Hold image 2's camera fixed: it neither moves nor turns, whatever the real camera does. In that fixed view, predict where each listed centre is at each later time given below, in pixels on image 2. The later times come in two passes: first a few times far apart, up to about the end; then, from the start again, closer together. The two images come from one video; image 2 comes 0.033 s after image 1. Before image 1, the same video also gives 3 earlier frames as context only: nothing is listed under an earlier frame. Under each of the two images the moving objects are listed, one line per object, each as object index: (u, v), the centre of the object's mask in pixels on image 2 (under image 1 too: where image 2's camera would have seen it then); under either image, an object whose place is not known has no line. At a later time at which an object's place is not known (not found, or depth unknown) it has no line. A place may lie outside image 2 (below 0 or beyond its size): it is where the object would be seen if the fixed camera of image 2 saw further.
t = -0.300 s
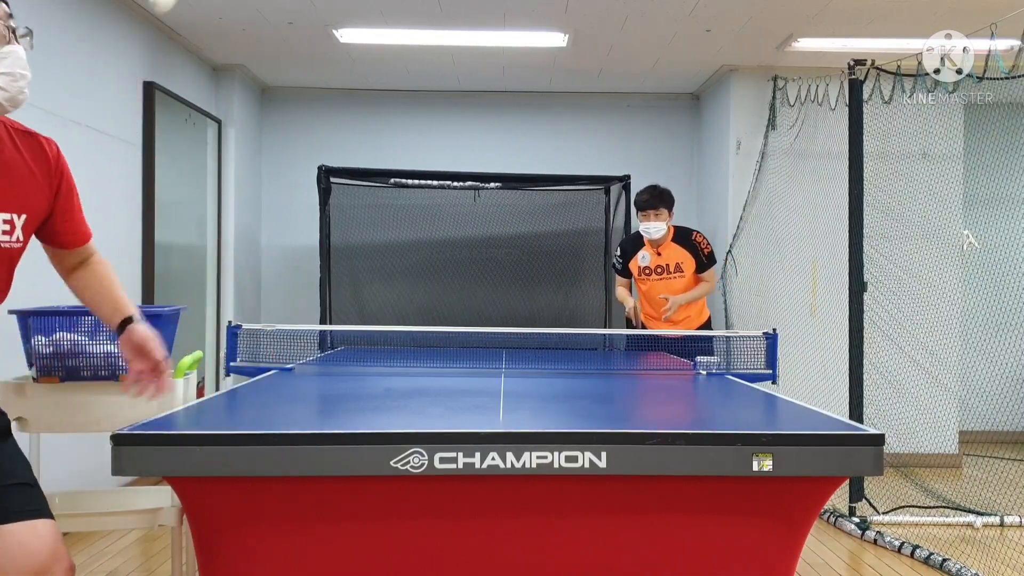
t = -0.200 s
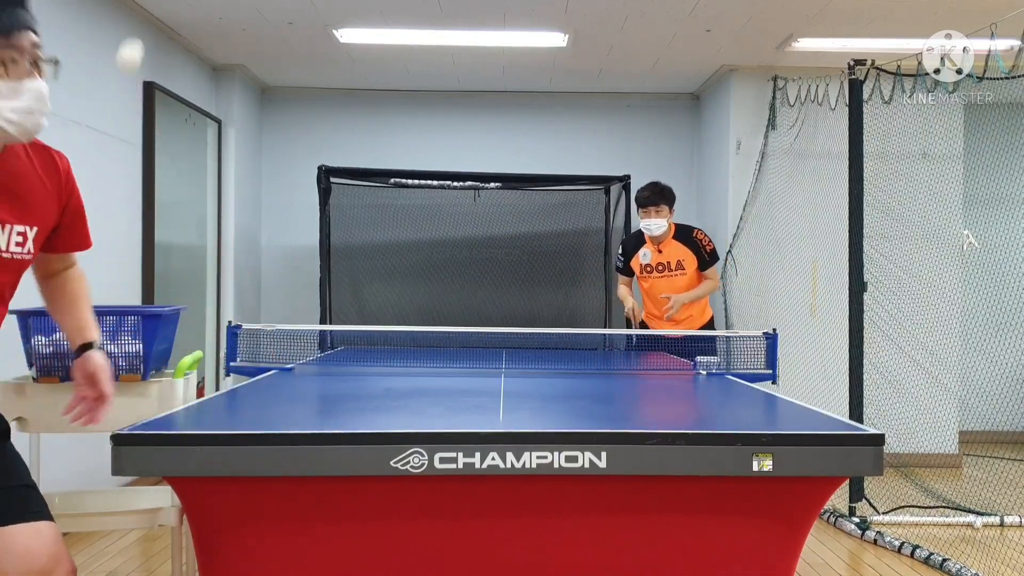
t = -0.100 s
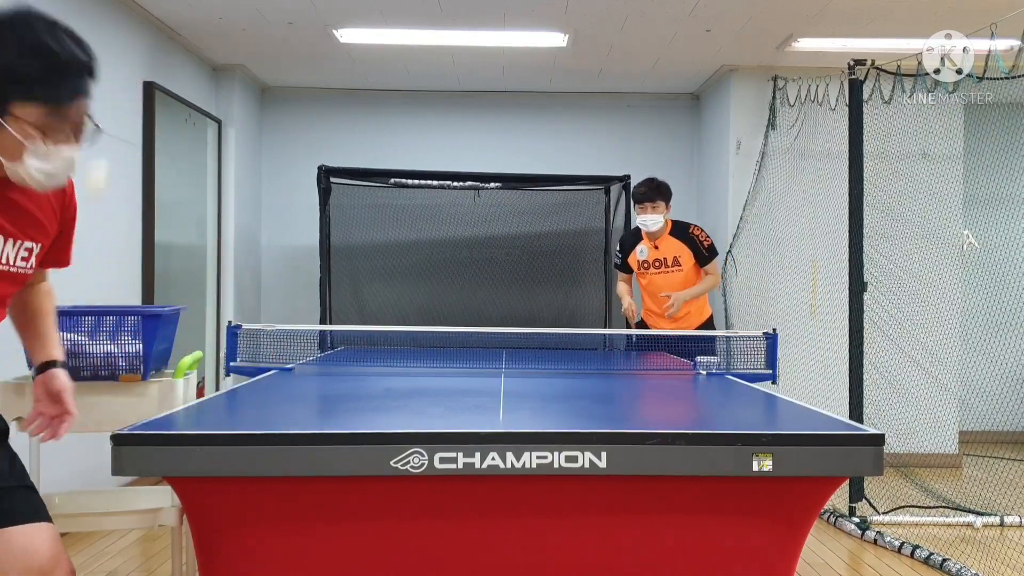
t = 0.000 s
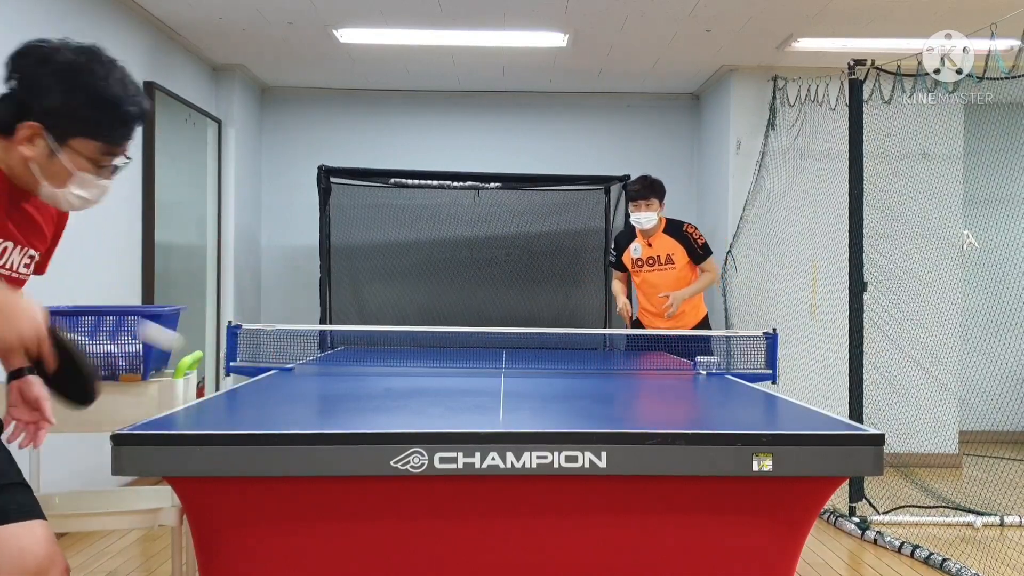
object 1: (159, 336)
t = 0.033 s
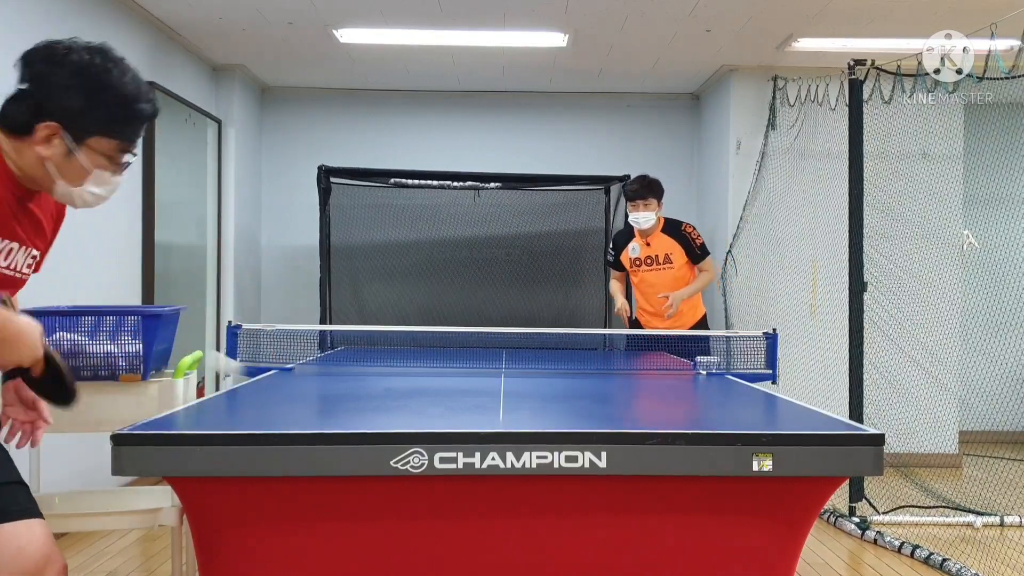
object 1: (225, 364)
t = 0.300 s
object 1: (460, 286)
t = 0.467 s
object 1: (536, 311)
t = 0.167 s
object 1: (376, 320)
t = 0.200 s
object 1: (398, 307)
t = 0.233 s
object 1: (420, 295)
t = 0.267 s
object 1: (441, 289)
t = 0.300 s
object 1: (460, 286)
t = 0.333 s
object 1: (477, 286)
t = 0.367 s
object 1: (493, 289)
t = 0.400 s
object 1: (508, 294)
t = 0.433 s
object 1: (523, 302)
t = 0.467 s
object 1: (536, 311)
